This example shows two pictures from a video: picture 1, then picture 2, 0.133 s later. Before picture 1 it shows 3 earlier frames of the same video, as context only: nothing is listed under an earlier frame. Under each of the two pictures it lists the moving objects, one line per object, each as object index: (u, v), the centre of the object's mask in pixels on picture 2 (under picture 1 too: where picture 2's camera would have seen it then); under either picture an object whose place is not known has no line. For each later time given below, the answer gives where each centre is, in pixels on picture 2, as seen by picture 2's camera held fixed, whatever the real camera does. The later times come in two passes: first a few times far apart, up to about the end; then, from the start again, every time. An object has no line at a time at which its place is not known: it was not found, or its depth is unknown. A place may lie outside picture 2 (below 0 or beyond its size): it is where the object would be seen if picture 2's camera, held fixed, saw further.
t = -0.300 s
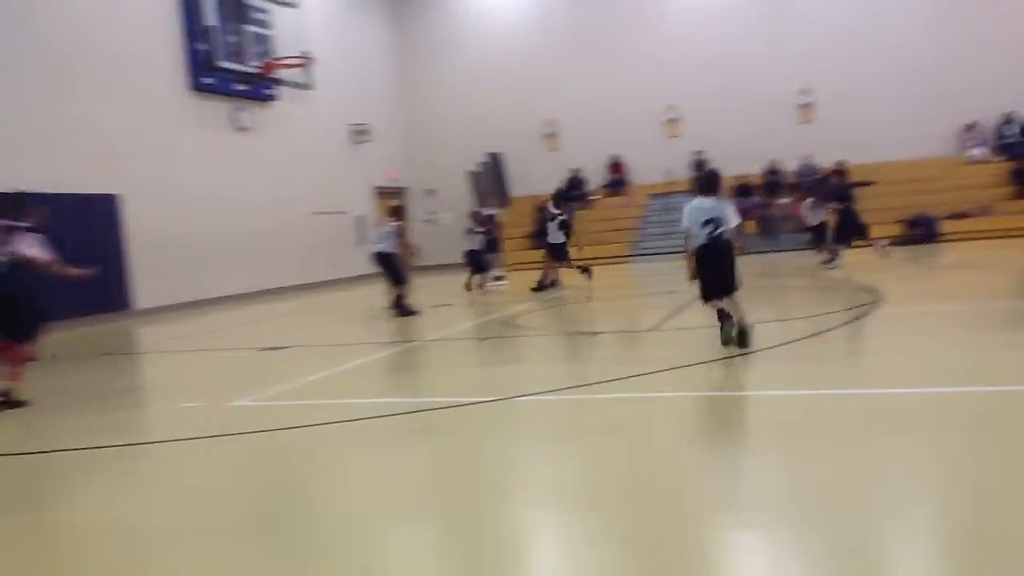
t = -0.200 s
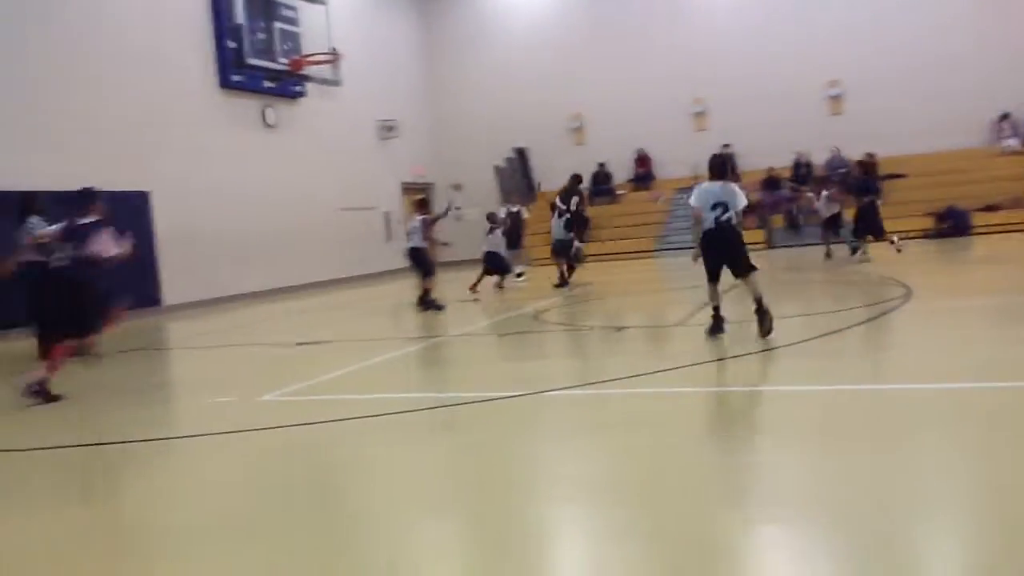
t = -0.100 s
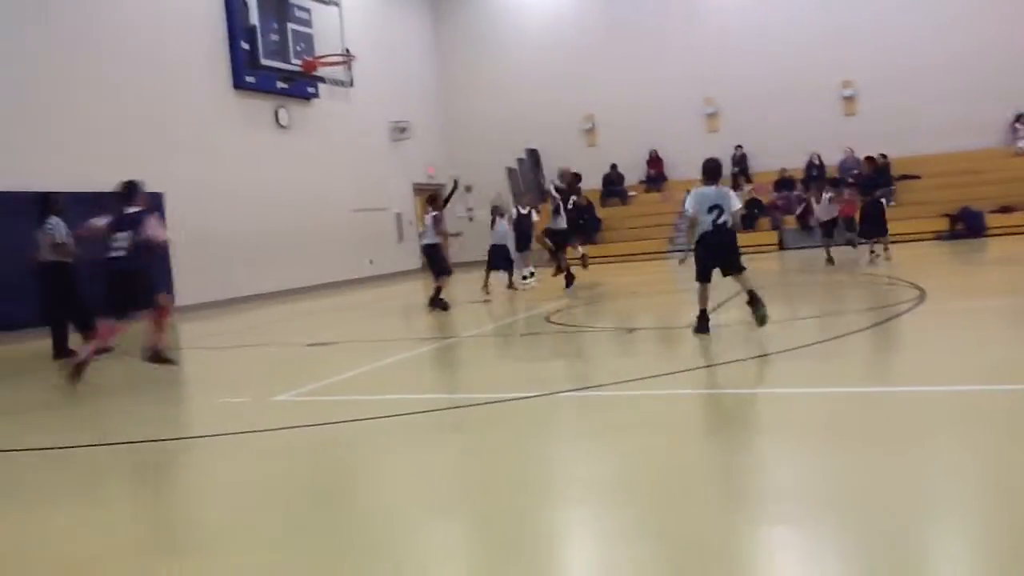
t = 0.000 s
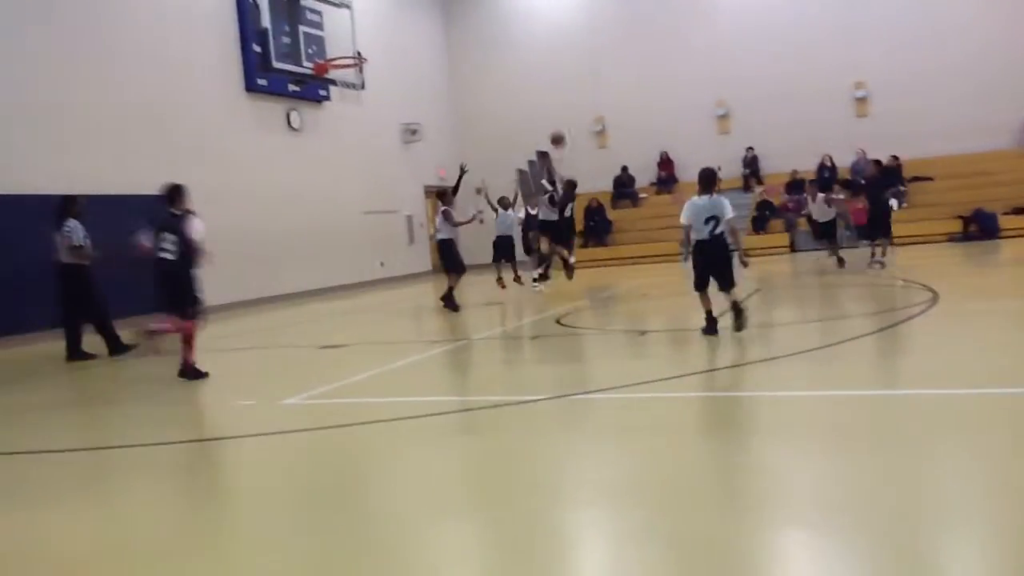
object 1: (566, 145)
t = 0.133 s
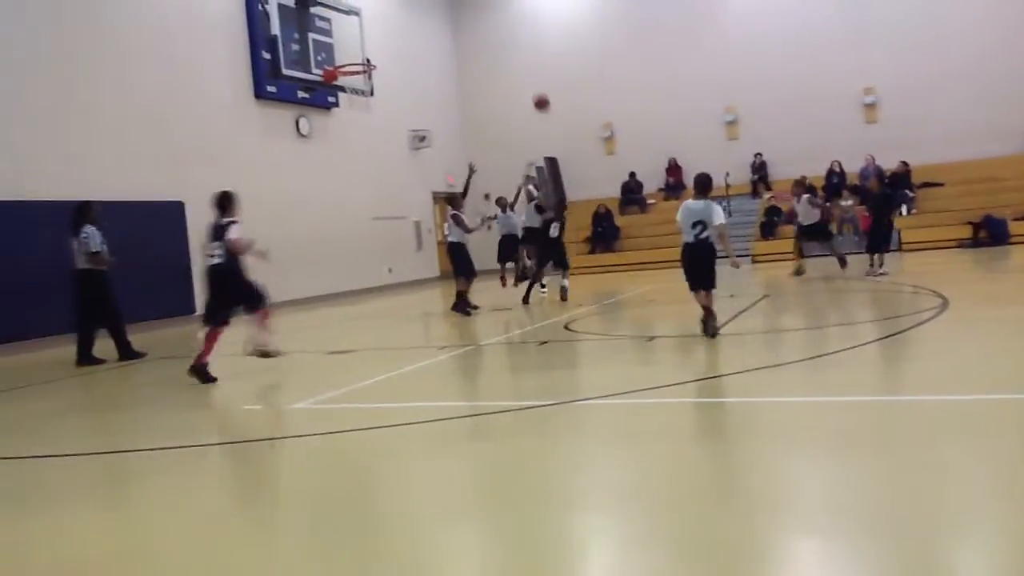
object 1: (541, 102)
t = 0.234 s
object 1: (522, 77)
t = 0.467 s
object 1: (476, 42)
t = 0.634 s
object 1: (443, 40)
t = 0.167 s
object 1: (535, 93)
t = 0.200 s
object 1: (529, 84)
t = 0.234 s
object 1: (522, 77)
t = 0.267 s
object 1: (515, 69)
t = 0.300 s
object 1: (509, 63)
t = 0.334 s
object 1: (503, 57)
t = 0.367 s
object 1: (496, 53)
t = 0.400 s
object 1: (489, 48)
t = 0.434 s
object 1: (483, 44)
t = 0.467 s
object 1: (476, 42)
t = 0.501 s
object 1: (470, 40)
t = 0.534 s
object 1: (463, 39)
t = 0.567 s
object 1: (457, 38)
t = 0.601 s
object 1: (450, 39)
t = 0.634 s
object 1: (443, 40)
